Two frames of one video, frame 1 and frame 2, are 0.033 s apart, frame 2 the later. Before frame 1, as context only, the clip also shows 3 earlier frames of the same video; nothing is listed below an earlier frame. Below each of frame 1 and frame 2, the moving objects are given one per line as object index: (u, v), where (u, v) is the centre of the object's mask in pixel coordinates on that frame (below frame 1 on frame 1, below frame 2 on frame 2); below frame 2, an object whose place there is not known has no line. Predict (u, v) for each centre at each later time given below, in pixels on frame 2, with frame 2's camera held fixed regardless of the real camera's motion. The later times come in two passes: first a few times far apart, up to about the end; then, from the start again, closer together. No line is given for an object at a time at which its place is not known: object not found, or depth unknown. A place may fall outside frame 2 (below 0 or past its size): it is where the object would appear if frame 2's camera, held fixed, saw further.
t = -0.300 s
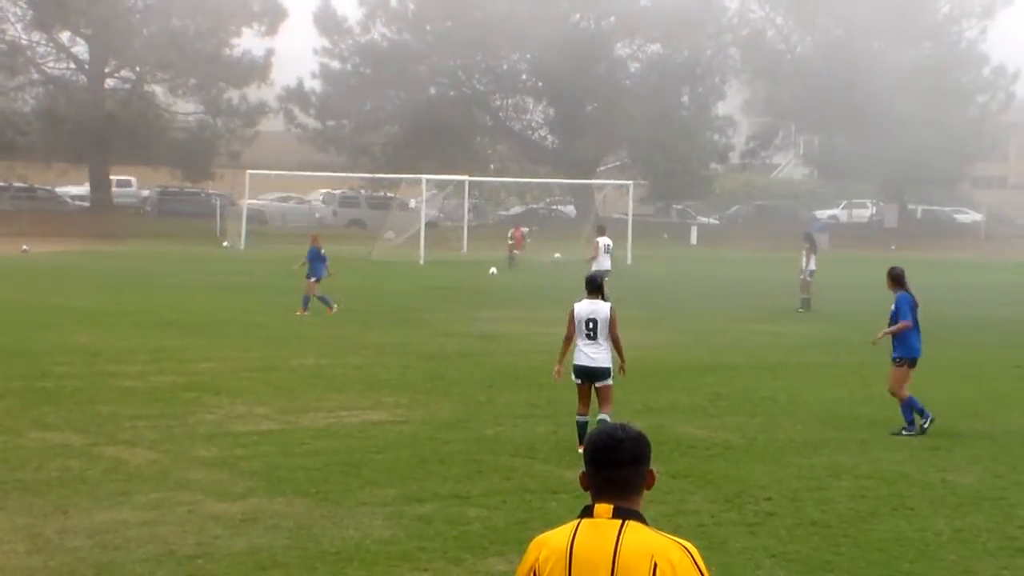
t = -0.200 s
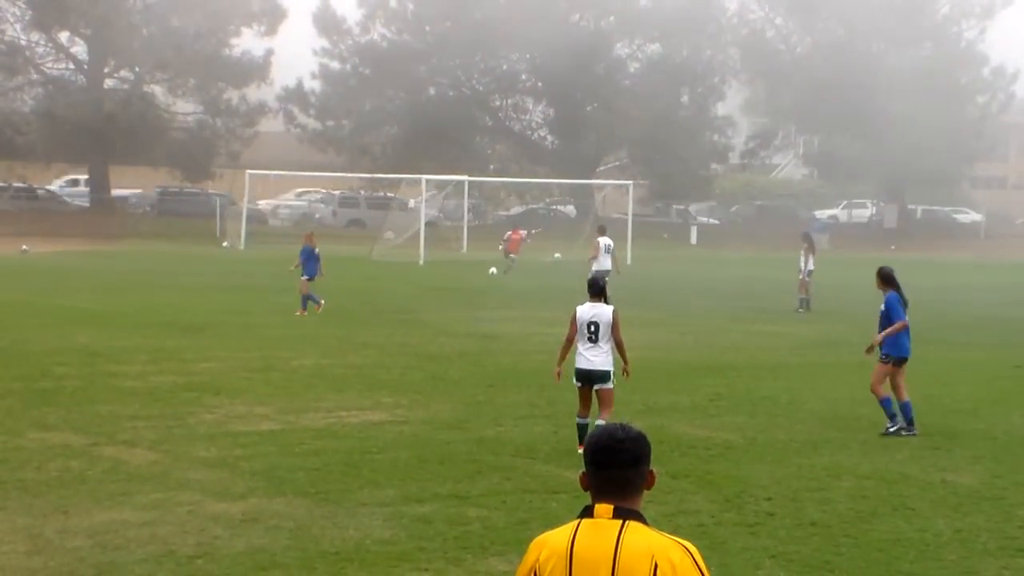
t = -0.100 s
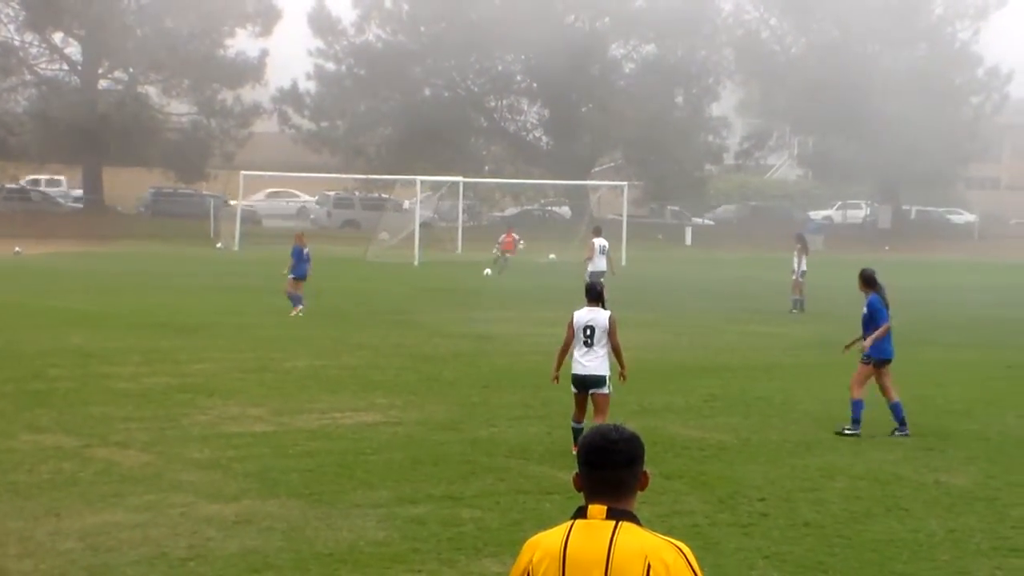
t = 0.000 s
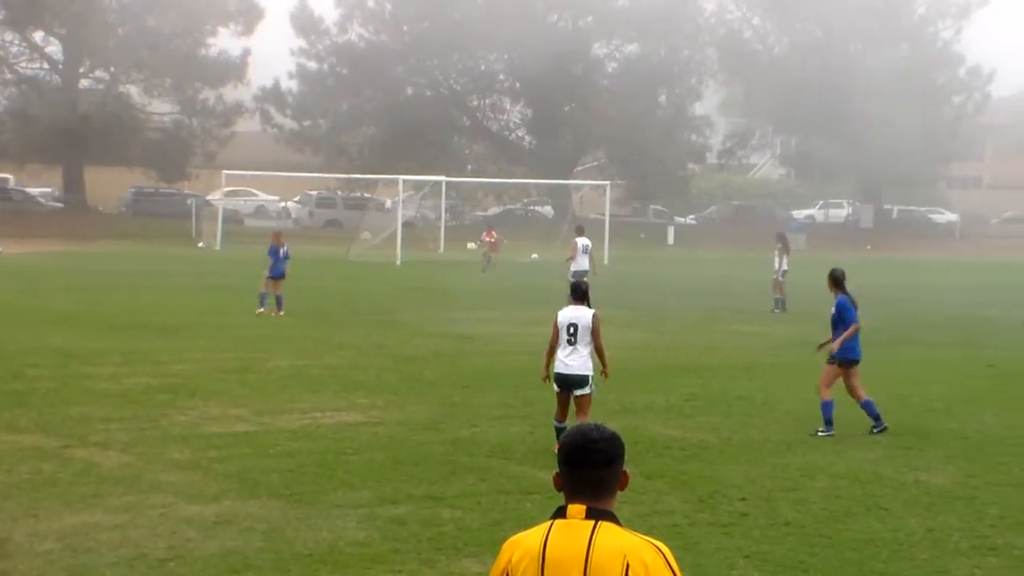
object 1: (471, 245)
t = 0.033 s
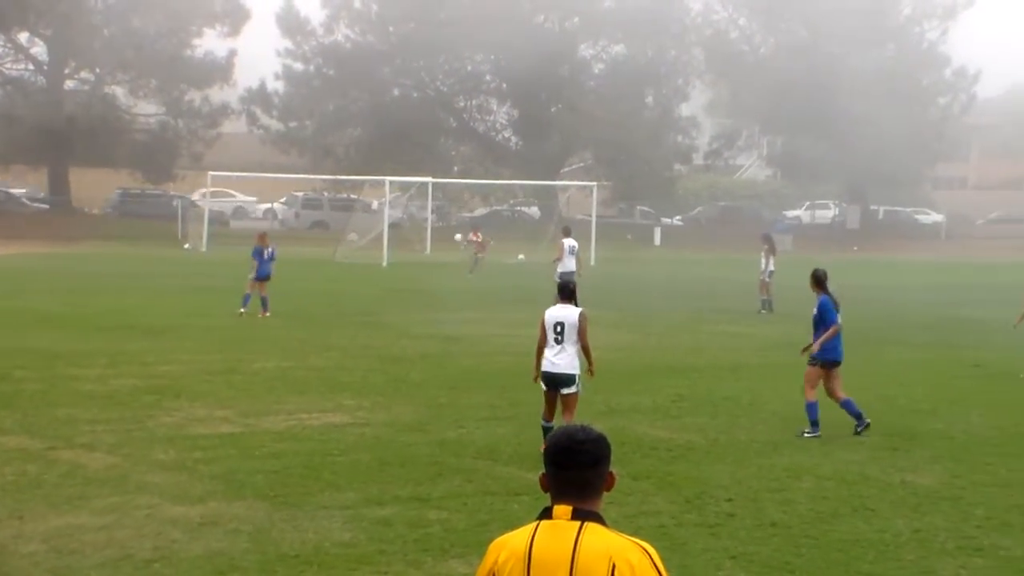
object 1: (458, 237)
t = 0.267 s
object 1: (465, 173)
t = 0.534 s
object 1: (478, 108)
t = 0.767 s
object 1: (496, 63)
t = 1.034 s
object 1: (521, 33)
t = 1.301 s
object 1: (553, 29)
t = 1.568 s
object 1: (593, 55)
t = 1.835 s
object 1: (640, 120)
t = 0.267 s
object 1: (465, 173)
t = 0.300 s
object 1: (467, 164)
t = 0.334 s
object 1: (468, 156)
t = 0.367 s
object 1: (470, 147)
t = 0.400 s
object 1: (471, 139)
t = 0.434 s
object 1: (473, 131)
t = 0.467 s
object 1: (474, 123)
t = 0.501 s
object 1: (476, 115)
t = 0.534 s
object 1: (478, 108)
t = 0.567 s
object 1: (481, 100)
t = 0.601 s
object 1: (483, 94)
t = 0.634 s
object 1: (486, 87)
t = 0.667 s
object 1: (487, 81)
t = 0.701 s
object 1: (491, 75)
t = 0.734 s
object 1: (493, 70)
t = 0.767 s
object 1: (496, 63)
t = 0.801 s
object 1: (498, 59)
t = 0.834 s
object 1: (502, 54)
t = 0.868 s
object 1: (505, 50)
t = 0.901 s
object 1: (509, 46)
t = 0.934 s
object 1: (511, 43)
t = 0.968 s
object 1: (514, 40)
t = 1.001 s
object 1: (517, 36)
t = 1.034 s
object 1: (521, 33)
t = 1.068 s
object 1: (524, 31)
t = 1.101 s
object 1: (528, 30)
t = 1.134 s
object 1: (531, 29)
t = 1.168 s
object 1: (535, 28)
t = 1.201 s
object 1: (540, 27)
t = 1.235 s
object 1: (544, 27)
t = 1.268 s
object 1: (549, 27)
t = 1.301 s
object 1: (553, 29)
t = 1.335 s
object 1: (557, 30)
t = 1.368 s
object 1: (562, 31)
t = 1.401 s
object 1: (567, 32)
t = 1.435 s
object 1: (572, 37)
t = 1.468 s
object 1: (576, 41)
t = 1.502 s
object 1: (582, 45)
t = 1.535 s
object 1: (587, 50)
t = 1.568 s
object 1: (593, 55)
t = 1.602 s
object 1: (599, 62)
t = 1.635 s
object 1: (604, 67)
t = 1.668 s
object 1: (610, 74)
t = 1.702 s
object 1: (616, 82)
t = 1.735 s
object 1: (622, 90)
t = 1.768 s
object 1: (627, 98)
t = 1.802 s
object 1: (634, 108)
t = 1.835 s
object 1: (640, 120)
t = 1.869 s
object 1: (647, 130)
